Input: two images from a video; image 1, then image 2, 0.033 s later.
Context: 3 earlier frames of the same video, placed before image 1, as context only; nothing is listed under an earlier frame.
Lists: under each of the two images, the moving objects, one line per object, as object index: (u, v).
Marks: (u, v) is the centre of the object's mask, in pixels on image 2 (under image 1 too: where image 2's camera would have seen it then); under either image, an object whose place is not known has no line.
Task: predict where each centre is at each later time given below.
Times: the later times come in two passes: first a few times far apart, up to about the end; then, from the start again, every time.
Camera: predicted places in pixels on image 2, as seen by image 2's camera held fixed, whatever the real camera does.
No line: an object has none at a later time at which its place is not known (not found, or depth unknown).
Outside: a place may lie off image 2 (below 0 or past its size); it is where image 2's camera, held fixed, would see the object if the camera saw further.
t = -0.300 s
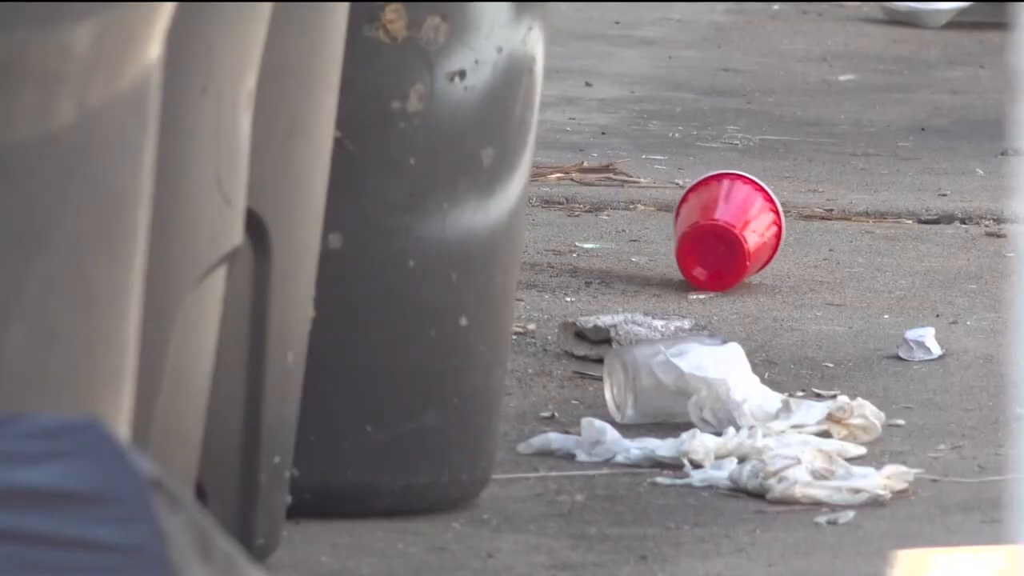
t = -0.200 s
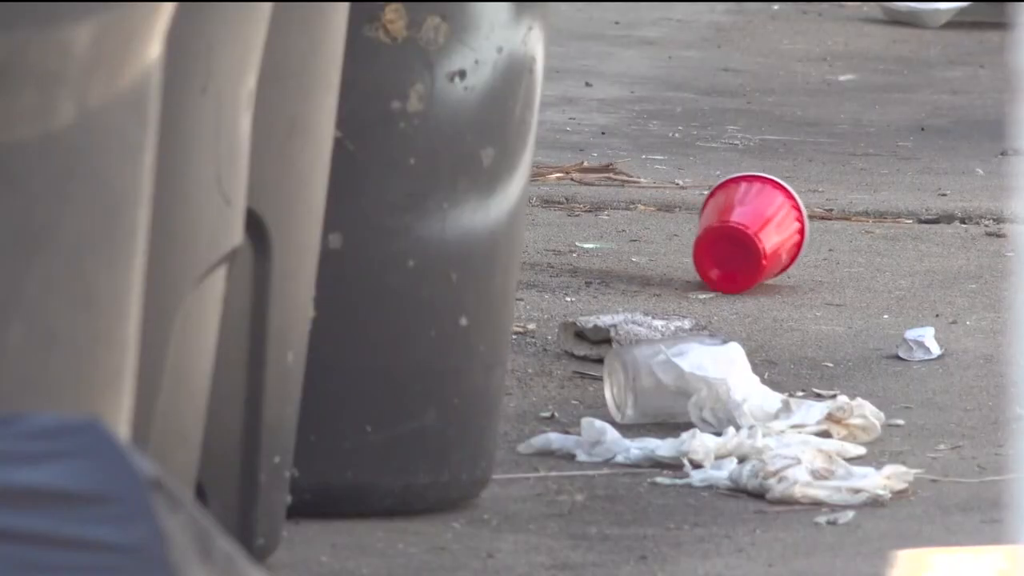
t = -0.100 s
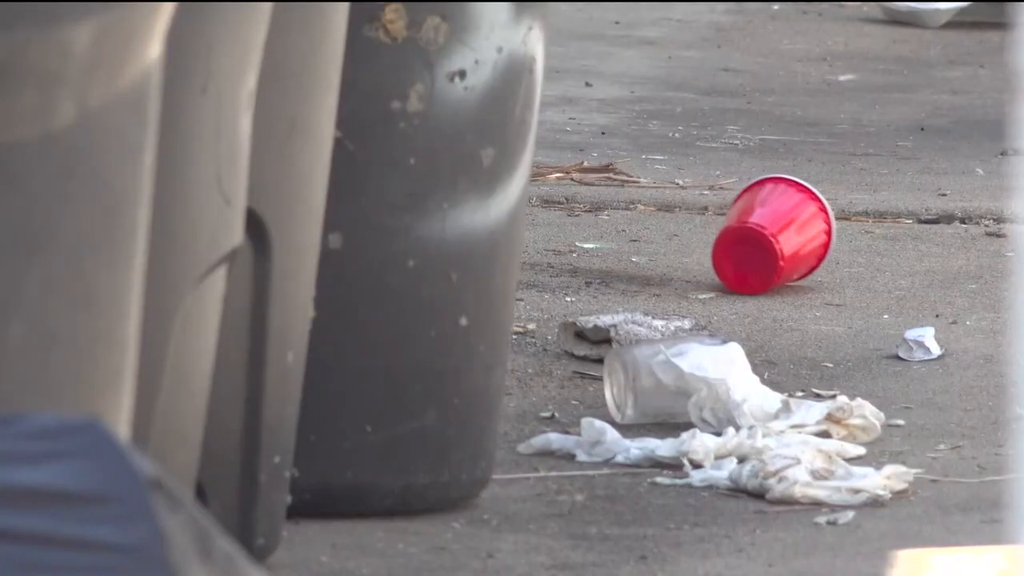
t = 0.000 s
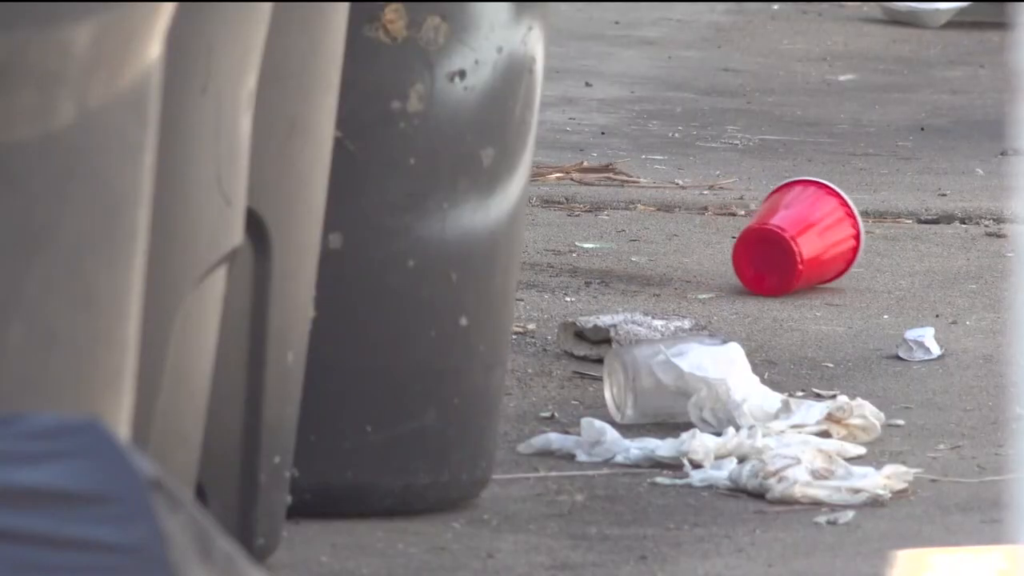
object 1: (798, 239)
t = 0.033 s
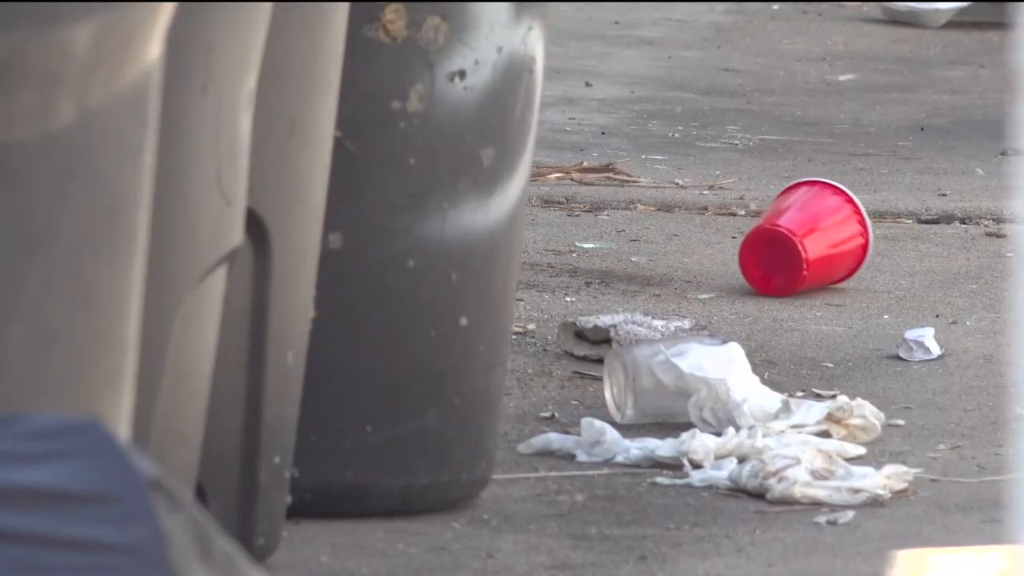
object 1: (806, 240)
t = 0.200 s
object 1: (837, 243)
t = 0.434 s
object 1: (862, 245)
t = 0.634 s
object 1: (868, 246)
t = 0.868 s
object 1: (855, 244)
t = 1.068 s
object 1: (823, 241)
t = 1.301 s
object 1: (755, 233)
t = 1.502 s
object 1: (680, 227)
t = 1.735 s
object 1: (592, 226)
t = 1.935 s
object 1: (562, 234)
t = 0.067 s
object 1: (814, 240)
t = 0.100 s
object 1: (821, 241)
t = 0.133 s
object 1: (826, 241)
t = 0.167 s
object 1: (832, 242)
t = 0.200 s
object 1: (837, 243)
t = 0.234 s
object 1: (842, 243)
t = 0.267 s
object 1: (847, 244)
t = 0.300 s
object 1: (851, 244)
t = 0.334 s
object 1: (854, 244)
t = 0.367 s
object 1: (857, 245)
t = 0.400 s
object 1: (860, 245)
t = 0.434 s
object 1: (862, 245)
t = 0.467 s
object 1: (864, 245)
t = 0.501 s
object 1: (866, 246)
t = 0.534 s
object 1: (867, 246)
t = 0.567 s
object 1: (868, 246)
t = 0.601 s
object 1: (868, 246)
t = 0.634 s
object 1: (868, 246)
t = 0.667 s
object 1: (867, 246)
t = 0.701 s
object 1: (866, 246)
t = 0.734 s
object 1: (865, 246)
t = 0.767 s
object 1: (863, 245)
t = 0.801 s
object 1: (861, 245)
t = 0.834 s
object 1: (858, 245)
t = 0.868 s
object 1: (855, 244)
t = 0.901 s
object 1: (851, 244)
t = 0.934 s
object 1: (847, 244)
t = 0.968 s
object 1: (841, 243)
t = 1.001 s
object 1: (836, 242)
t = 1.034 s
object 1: (829, 242)
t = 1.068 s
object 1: (823, 241)
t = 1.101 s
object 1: (815, 240)
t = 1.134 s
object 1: (806, 240)
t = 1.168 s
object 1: (797, 239)
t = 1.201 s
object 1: (787, 237)
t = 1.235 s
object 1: (777, 236)
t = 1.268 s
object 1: (766, 235)
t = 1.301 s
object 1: (755, 233)
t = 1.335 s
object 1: (743, 231)
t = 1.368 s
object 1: (731, 230)
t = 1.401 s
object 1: (719, 229)
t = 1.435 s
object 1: (707, 228)
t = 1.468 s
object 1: (693, 228)
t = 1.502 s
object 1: (680, 227)
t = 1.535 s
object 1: (667, 227)
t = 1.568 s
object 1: (654, 227)
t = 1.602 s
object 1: (640, 227)
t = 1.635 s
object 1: (628, 227)
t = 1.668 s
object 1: (615, 227)
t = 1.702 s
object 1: (603, 226)
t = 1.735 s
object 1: (592, 226)
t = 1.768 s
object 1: (583, 226)
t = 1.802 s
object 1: (577, 227)
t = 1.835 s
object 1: (572, 229)
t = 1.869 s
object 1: (569, 231)
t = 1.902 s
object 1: (565, 233)
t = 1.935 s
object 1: (562, 234)
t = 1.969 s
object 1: (560, 236)
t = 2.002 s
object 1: (557, 238)
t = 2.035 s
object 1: (556, 239)
